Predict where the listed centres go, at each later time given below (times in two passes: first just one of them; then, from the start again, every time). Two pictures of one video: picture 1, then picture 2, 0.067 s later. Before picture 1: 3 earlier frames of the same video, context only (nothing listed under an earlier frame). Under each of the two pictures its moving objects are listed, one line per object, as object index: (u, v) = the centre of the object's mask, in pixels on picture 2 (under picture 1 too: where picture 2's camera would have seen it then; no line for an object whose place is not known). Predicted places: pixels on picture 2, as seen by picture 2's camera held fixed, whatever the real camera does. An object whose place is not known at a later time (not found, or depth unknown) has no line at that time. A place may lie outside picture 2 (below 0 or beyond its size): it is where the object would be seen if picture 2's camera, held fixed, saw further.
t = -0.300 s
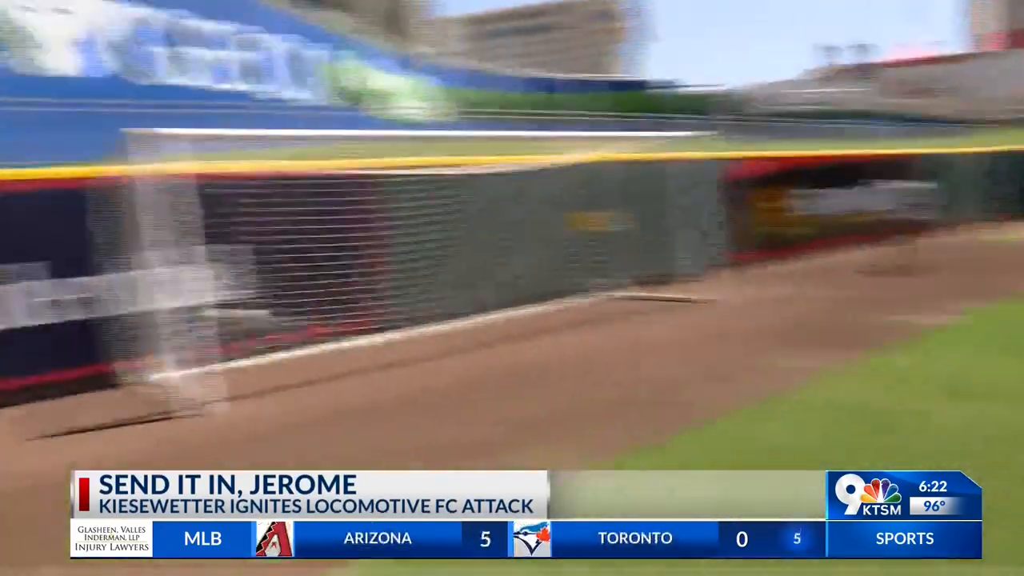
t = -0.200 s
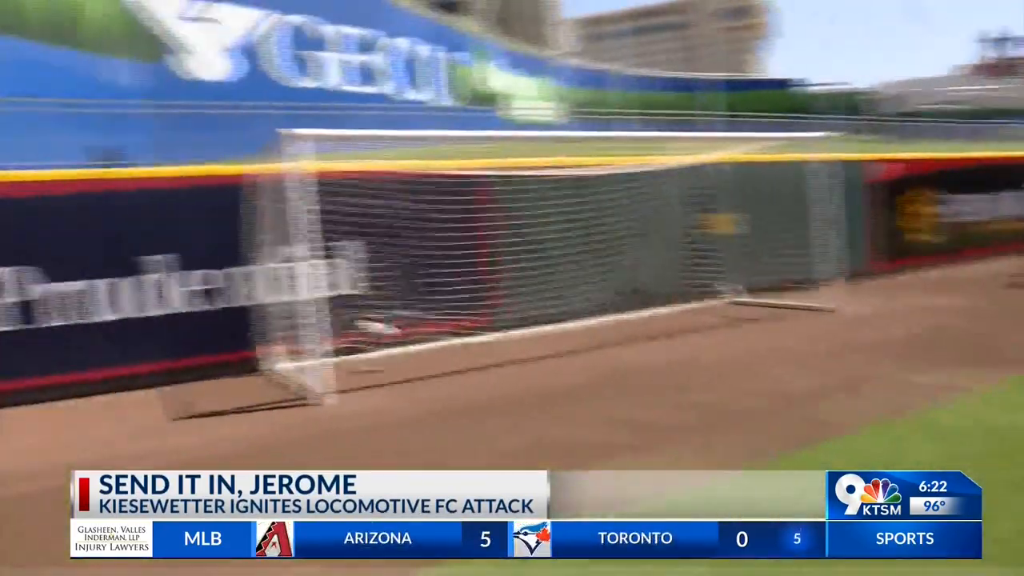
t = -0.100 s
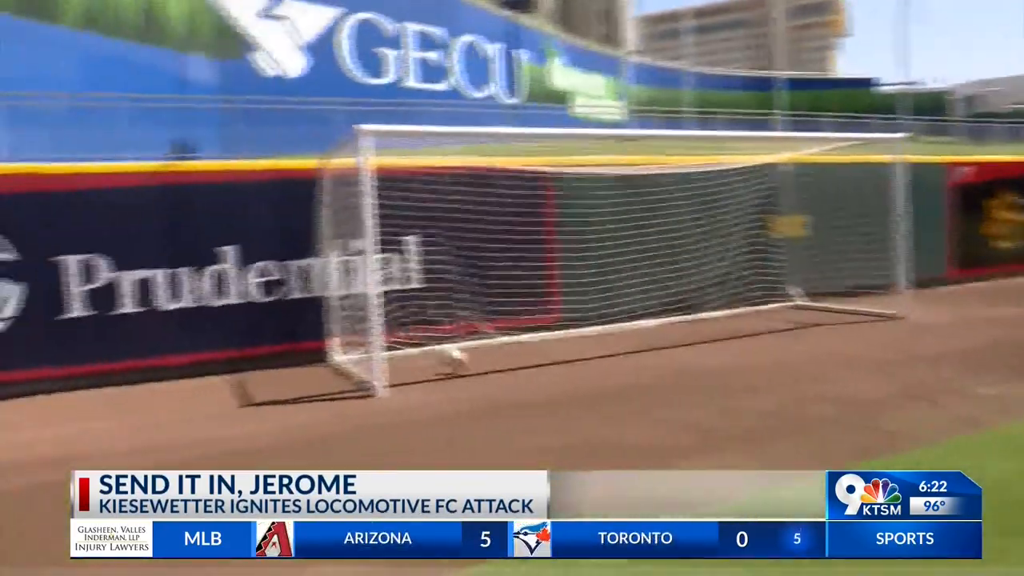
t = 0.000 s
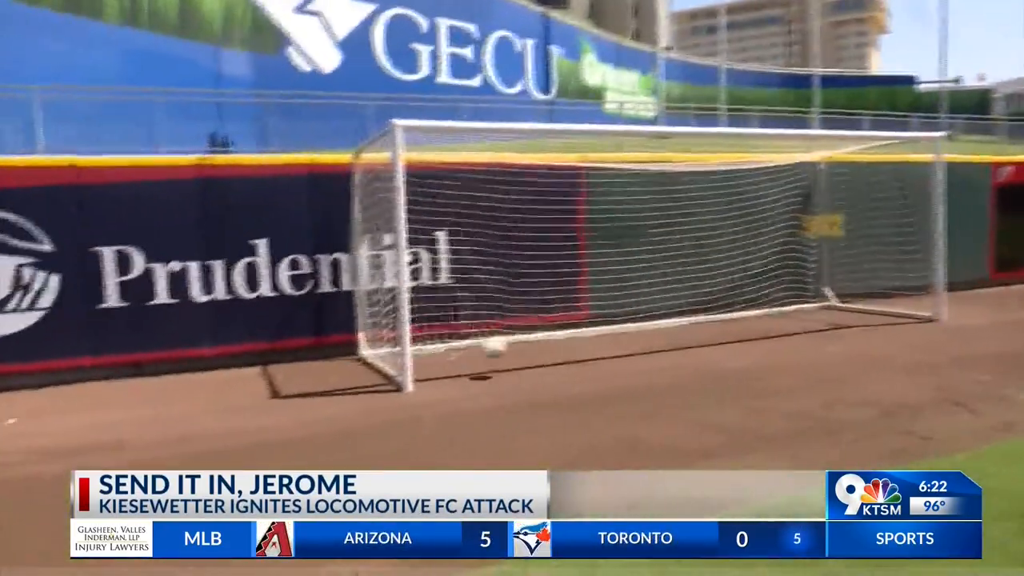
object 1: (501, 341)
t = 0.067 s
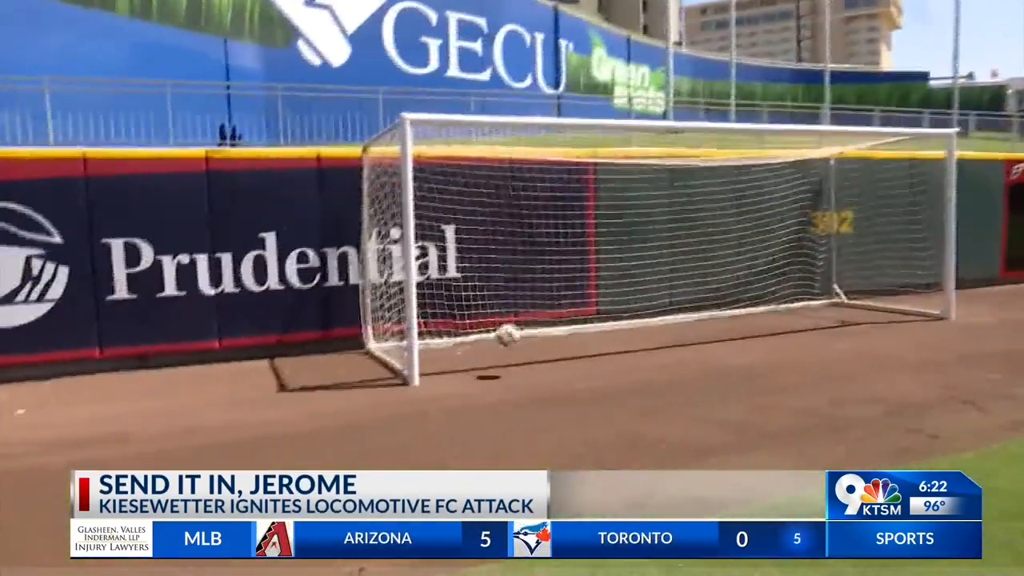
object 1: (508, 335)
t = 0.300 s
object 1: (535, 342)
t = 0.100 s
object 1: (511, 332)
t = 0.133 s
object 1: (515, 330)
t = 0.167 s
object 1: (519, 329)
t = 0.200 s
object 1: (522, 329)
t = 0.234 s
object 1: (526, 334)
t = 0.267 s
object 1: (530, 337)
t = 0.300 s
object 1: (535, 342)
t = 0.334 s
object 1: (540, 346)
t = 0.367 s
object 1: (543, 355)
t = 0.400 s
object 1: (547, 364)
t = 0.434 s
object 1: (552, 374)
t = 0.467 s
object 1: (556, 388)
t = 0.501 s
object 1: (562, 394)
